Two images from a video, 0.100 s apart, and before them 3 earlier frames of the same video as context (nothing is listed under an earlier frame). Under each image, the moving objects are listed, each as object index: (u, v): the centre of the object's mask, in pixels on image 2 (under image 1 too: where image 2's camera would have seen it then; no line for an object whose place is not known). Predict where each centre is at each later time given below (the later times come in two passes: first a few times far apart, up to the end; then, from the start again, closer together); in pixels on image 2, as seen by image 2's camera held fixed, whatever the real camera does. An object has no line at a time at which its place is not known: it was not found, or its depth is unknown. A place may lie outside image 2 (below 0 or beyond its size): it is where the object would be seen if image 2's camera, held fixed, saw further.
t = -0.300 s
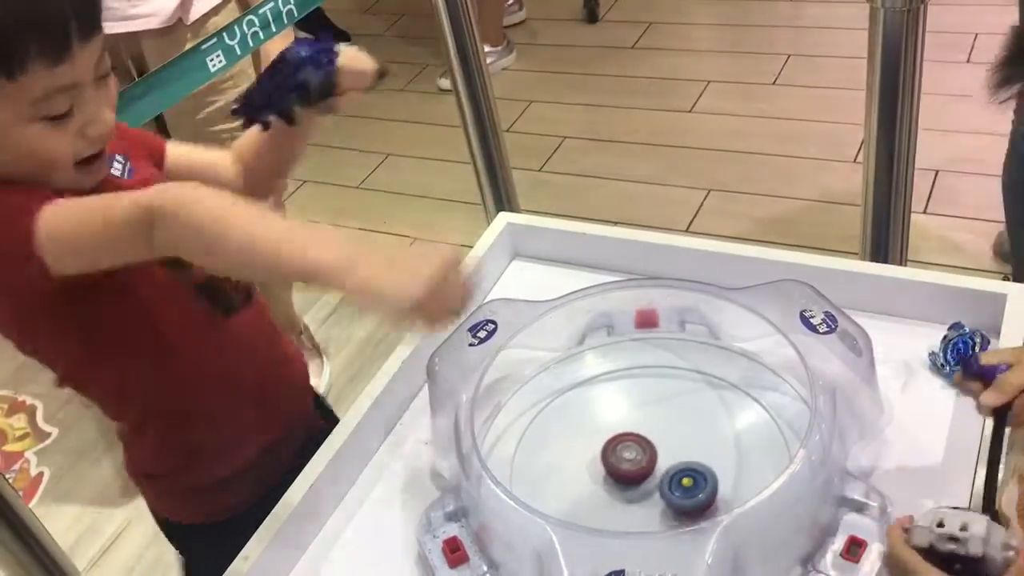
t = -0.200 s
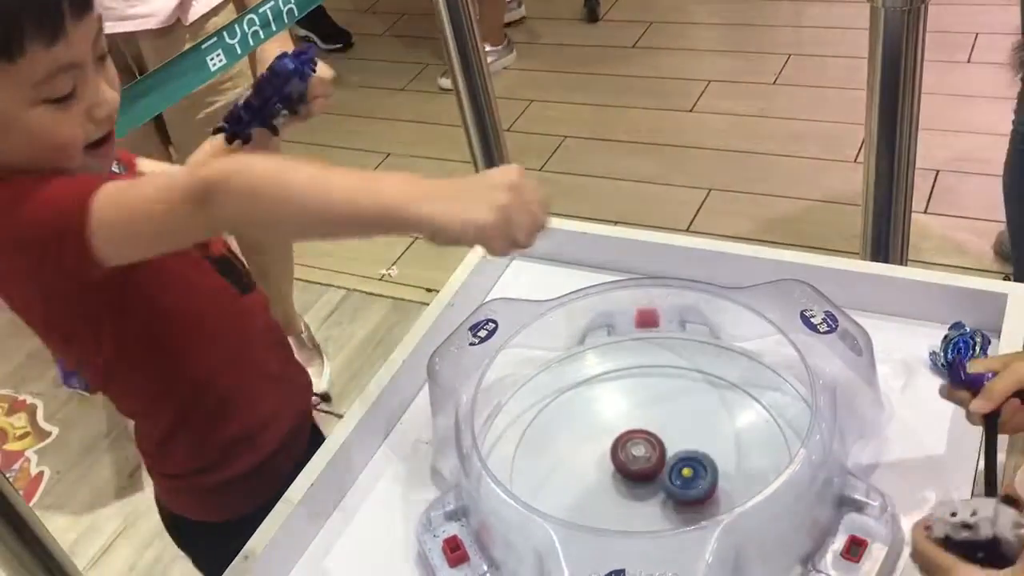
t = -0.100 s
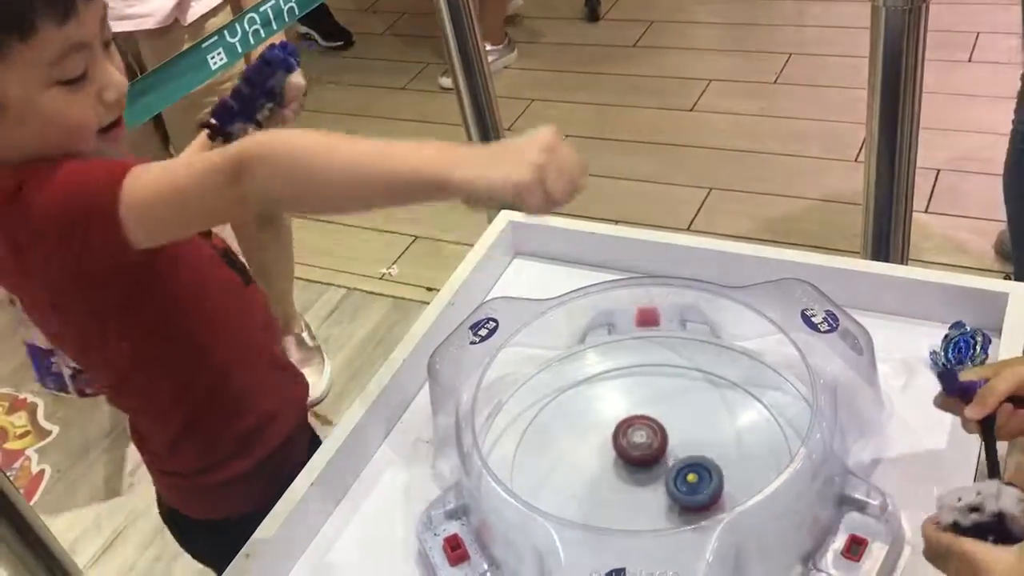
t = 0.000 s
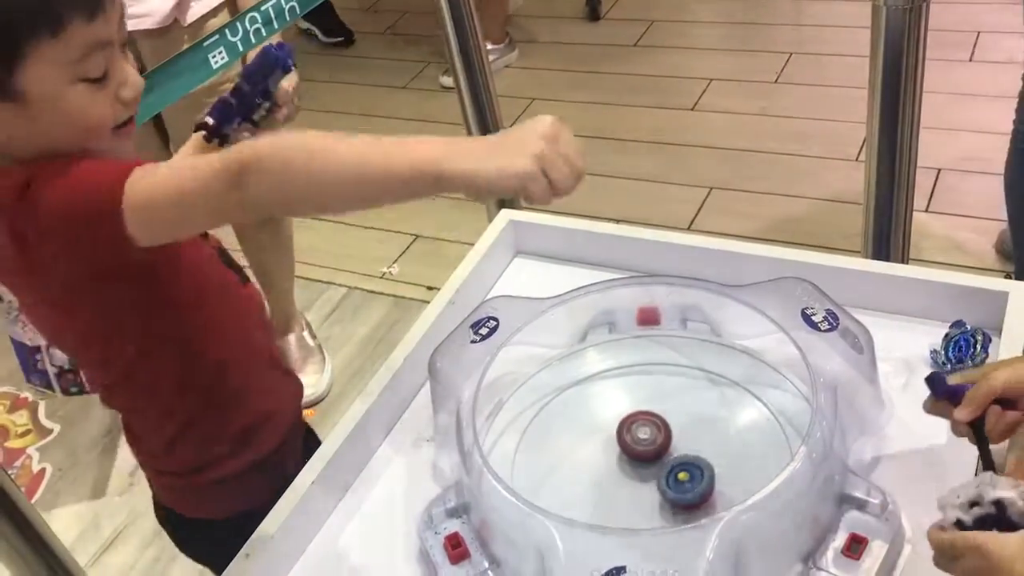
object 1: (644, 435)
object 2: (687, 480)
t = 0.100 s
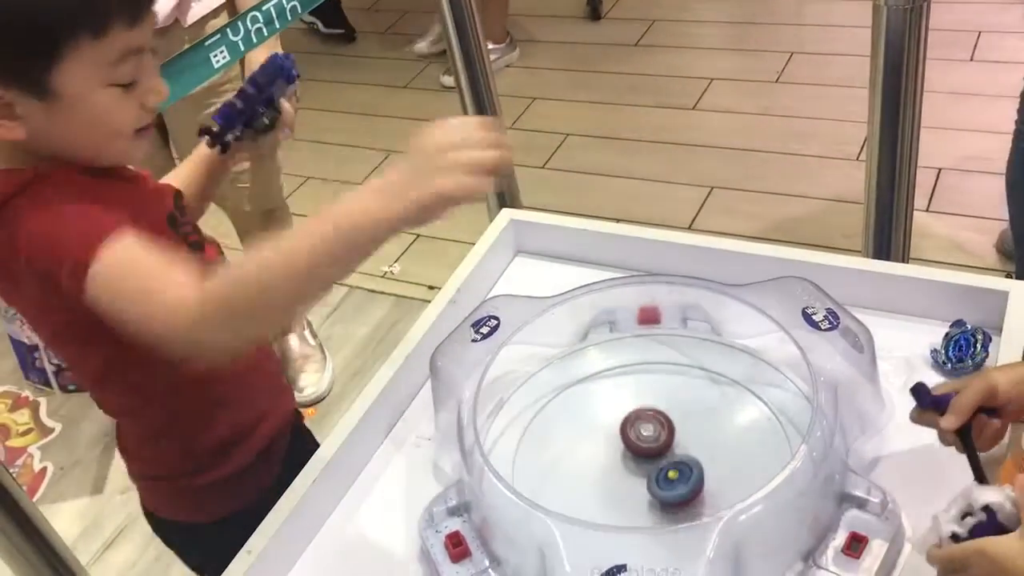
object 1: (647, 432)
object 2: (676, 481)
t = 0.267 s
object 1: (641, 416)
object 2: (669, 500)
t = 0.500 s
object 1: (658, 439)
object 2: (652, 491)
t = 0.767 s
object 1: (707, 404)
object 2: (583, 508)
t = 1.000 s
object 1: (685, 432)
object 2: (594, 483)
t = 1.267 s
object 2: (586, 413)
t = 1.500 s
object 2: (607, 388)
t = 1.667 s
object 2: (652, 409)
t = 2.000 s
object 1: (589, 472)
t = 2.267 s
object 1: (618, 482)
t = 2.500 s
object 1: (586, 425)
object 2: (769, 529)
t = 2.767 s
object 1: (602, 425)
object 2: (673, 452)
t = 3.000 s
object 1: (593, 425)
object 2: (640, 468)
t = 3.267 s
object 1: (636, 442)
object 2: (618, 489)
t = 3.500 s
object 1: (686, 451)
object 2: (615, 475)
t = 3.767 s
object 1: (691, 481)
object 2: (644, 452)
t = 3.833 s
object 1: (676, 500)
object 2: (656, 443)
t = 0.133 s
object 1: (645, 425)
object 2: (676, 488)
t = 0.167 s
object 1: (643, 420)
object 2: (675, 495)
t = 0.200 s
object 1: (642, 417)
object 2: (673, 498)
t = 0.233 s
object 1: (641, 416)
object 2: (671, 499)
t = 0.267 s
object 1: (641, 416)
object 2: (669, 500)
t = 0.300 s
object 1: (642, 417)
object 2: (667, 501)
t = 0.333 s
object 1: (644, 420)
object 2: (665, 500)
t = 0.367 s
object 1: (646, 423)
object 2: (663, 500)
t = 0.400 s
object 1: (650, 427)
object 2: (660, 499)
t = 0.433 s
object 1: (653, 431)
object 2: (657, 498)
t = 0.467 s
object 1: (656, 435)
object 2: (655, 494)
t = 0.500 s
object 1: (658, 439)
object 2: (652, 491)
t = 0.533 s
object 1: (662, 442)
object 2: (647, 489)
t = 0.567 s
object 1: (675, 431)
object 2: (633, 501)
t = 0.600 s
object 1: (686, 423)
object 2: (621, 505)
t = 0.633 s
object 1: (695, 416)
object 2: (610, 508)
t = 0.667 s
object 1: (701, 411)
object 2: (601, 509)
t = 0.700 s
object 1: (705, 407)
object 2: (593, 510)
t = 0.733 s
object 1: (707, 405)
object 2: (588, 509)
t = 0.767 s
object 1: (707, 404)
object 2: (583, 508)
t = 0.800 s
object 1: (706, 404)
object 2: (580, 507)
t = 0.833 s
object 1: (704, 407)
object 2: (579, 505)
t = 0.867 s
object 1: (702, 409)
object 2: (579, 503)
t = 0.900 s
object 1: (698, 414)
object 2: (582, 500)
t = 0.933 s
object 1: (694, 419)
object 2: (584, 496)
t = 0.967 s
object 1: (690, 425)
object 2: (589, 491)
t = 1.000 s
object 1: (685, 432)
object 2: (594, 483)
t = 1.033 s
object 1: (680, 439)
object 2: (600, 476)
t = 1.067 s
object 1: (675, 447)
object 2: (606, 469)
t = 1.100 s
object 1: (671, 454)
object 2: (613, 462)
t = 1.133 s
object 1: (682, 464)
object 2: (606, 450)
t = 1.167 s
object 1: (696, 472)
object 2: (597, 441)
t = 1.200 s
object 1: (707, 479)
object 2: (591, 432)
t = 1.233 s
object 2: (588, 422)
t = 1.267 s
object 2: (586, 413)
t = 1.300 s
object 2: (585, 405)
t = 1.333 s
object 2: (585, 398)
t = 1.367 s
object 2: (588, 394)
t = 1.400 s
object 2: (591, 390)
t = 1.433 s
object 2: (595, 388)
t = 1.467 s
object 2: (600, 387)
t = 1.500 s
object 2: (607, 388)
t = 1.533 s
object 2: (614, 389)
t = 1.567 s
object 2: (622, 393)
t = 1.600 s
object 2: (632, 396)
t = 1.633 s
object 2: (642, 403)
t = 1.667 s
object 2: (652, 409)
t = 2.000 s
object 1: (589, 472)
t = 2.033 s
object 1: (585, 470)
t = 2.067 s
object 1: (583, 470)
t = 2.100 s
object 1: (583, 469)
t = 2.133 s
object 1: (586, 471)
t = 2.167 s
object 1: (592, 473)
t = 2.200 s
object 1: (600, 476)
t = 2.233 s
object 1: (609, 479)
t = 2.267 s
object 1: (618, 482)
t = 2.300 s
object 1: (627, 485)
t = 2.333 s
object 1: (632, 487)
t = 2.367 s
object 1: (620, 474)
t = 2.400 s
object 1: (608, 460)
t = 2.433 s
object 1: (599, 447)
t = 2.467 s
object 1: (592, 435)
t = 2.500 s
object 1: (586, 425)
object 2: (769, 529)
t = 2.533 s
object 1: (583, 418)
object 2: (765, 525)
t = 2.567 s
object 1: (583, 412)
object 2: (757, 511)
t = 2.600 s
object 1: (583, 409)
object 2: (750, 504)
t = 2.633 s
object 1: (585, 409)
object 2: (734, 493)
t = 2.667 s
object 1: (588, 412)
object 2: (720, 482)
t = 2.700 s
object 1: (592, 416)
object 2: (706, 473)
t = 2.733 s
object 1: (597, 420)
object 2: (690, 460)
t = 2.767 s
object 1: (602, 425)
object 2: (673, 452)
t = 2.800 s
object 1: (607, 430)
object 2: (659, 442)
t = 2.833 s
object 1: (602, 428)
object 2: (655, 443)
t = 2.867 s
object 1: (597, 426)
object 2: (652, 447)
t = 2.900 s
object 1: (594, 425)
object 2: (650, 451)
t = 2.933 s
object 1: (592, 424)
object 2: (647, 456)
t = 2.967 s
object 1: (592, 425)
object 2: (643, 463)
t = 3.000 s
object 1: (593, 425)
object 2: (640, 468)
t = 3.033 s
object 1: (596, 426)
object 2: (637, 473)
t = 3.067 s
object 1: (600, 428)
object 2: (634, 478)
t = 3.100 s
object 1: (604, 430)
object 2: (630, 483)
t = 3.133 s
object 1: (610, 432)
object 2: (626, 486)
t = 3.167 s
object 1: (616, 435)
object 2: (623, 489)
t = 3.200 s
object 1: (623, 437)
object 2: (621, 490)
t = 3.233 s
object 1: (629, 440)
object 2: (619, 490)
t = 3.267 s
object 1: (636, 442)
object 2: (618, 489)
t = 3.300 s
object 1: (642, 445)
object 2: (617, 486)
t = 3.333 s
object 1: (651, 445)
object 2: (615, 487)
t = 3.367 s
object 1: (661, 445)
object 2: (611, 486)
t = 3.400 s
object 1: (669, 446)
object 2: (611, 485)
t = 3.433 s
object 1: (677, 446)
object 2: (611, 482)
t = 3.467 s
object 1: (681, 449)
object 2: (612, 479)
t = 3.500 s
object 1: (686, 451)
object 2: (615, 475)
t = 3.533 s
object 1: (689, 454)
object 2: (618, 471)
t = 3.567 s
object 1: (690, 457)
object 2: (623, 468)
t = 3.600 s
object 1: (692, 461)
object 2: (628, 466)
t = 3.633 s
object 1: (692, 465)
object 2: (633, 463)
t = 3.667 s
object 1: (692, 471)
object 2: (636, 461)
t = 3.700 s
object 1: (694, 474)
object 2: (638, 457)
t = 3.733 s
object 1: (694, 478)
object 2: (640, 455)
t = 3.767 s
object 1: (691, 481)
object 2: (644, 452)
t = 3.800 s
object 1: (685, 487)
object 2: (651, 447)
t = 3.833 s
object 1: (676, 500)
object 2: (656, 443)
